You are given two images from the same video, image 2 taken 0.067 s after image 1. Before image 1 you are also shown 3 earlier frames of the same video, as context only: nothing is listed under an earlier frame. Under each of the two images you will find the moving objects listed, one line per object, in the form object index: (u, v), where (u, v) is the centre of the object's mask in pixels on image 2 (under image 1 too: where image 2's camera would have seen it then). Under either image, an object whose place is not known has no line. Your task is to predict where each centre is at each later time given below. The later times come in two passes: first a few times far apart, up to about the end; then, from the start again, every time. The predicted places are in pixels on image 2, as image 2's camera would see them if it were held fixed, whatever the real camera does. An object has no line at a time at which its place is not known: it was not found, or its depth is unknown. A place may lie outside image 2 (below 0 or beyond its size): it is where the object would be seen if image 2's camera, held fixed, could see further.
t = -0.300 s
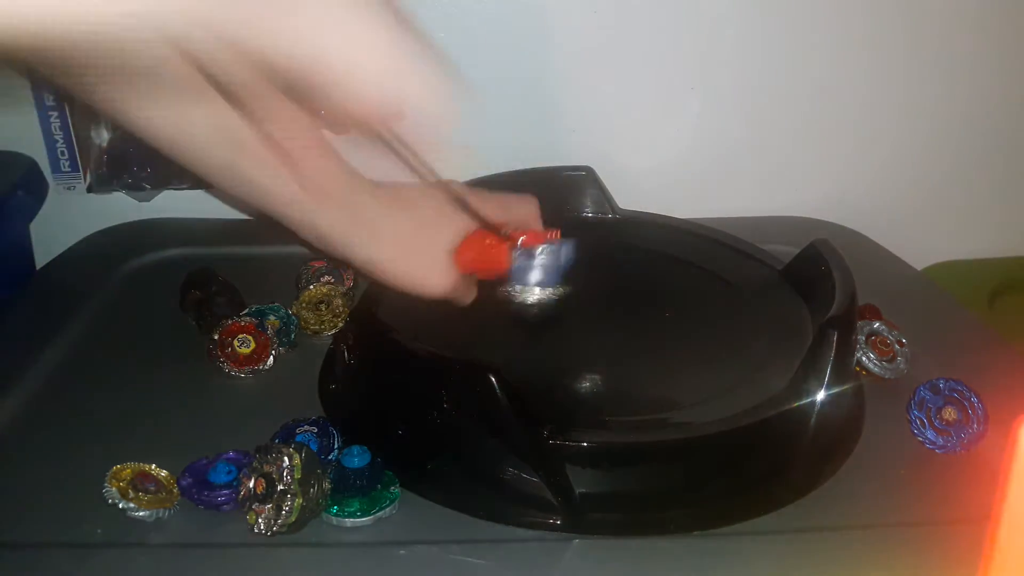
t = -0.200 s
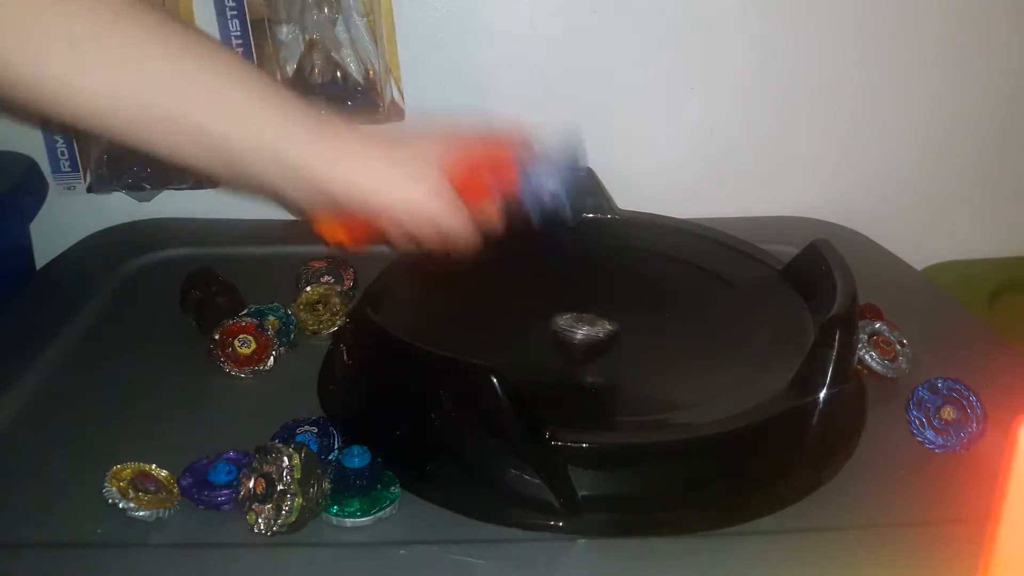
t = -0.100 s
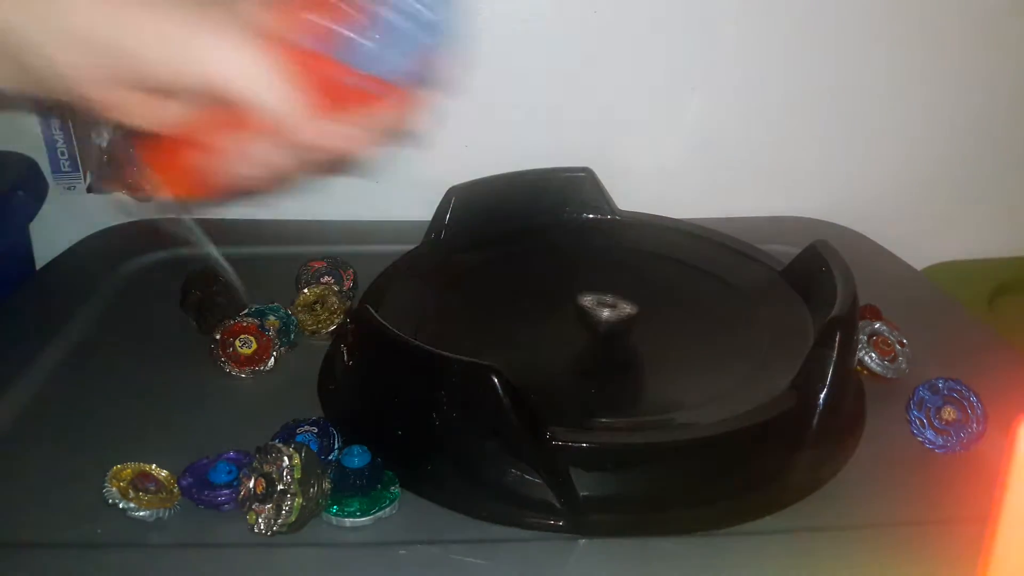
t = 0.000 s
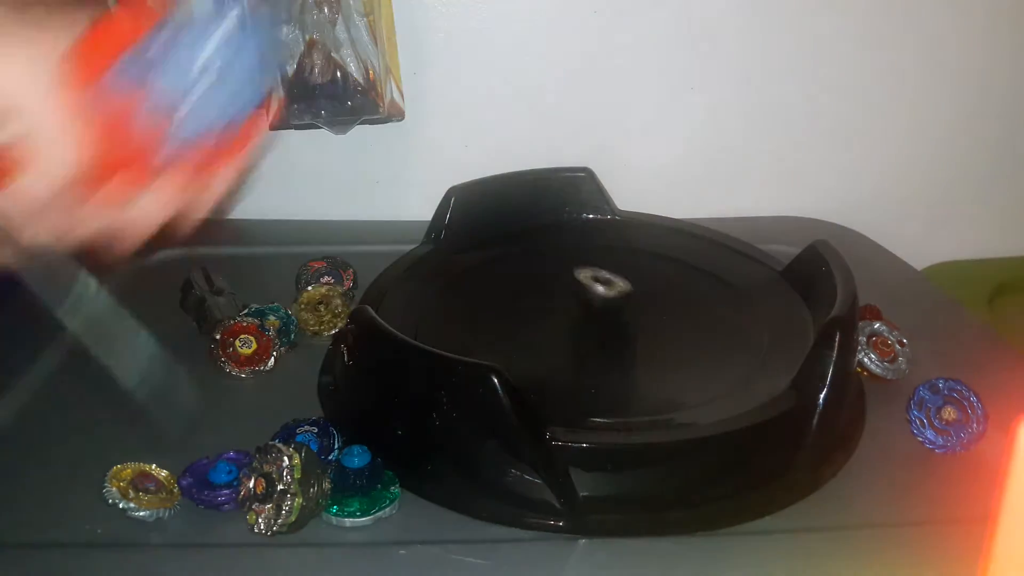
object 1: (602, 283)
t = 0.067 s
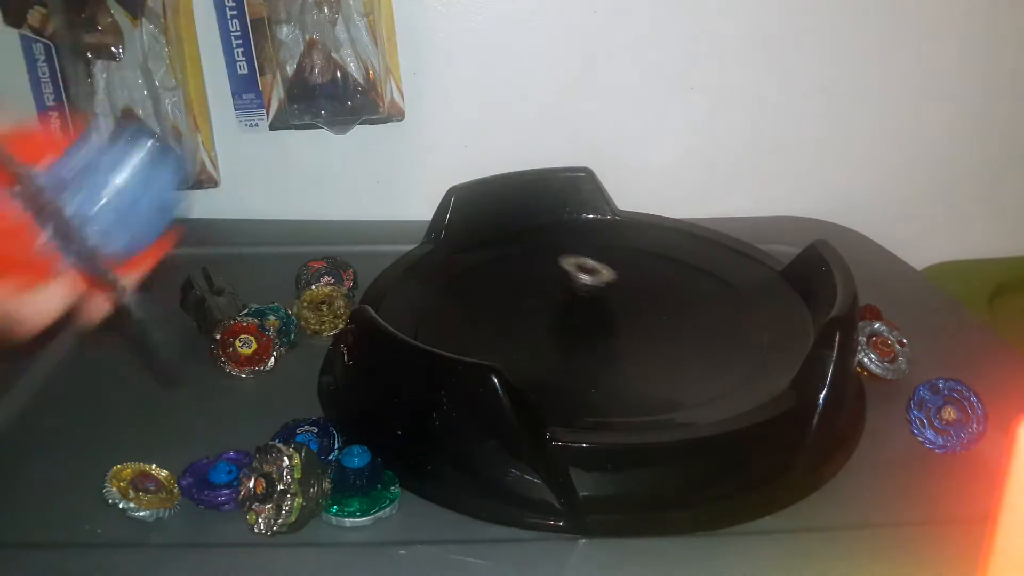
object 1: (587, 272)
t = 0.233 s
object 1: (526, 263)
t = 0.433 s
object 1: (460, 286)
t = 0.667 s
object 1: (500, 337)
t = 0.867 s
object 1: (635, 312)
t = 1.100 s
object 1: (639, 247)
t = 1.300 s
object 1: (551, 276)
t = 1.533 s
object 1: (597, 355)
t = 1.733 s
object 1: (748, 342)
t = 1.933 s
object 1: (752, 308)
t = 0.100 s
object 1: (576, 268)
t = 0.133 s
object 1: (564, 265)
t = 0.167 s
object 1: (552, 264)
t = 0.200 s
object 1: (539, 263)
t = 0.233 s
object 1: (526, 263)
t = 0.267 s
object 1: (513, 265)
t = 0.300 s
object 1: (501, 267)
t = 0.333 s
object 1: (489, 271)
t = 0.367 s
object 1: (478, 275)
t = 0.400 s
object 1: (468, 281)
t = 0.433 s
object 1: (460, 286)
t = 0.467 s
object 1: (453, 292)
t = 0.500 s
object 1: (449, 299)
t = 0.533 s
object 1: (449, 308)
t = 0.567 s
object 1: (453, 318)
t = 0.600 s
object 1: (462, 328)
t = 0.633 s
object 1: (478, 333)
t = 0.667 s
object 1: (500, 337)
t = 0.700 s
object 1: (521, 337)
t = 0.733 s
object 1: (546, 337)
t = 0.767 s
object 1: (573, 333)
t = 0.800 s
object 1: (597, 328)
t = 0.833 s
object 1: (618, 321)
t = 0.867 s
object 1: (635, 312)
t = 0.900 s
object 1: (649, 301)
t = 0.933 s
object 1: (658, 291)
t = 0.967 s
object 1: (662, 280)
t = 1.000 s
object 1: (662, 270)
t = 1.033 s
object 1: (658, 260)
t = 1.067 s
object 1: (650, 252)
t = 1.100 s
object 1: (639, 247)
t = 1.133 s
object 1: (626, 244)
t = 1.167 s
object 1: (611, 244)
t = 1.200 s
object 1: (594, 247)
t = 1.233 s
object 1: (578, 254)
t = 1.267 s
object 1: (564, 264)
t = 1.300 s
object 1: (551, 276)
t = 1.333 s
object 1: (542, 291)
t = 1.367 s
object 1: (537, 306)
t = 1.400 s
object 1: (539, 320)
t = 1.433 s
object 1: (547, 333)
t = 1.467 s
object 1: (559, 343)
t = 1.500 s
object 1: (575, 350)
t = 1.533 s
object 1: (597, 355)
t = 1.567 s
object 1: (623, 357)
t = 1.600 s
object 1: (652, 357)
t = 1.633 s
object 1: (678, 356)
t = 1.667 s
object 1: (706, 353)
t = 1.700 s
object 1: (731, 347)
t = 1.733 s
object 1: (748, 342)
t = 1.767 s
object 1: (765, 336)
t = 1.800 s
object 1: (774, 328)
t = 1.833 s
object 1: (774, 322)
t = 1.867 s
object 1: (771, 315)
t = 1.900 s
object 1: (765, 310)
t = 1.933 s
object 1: (752, 308)
